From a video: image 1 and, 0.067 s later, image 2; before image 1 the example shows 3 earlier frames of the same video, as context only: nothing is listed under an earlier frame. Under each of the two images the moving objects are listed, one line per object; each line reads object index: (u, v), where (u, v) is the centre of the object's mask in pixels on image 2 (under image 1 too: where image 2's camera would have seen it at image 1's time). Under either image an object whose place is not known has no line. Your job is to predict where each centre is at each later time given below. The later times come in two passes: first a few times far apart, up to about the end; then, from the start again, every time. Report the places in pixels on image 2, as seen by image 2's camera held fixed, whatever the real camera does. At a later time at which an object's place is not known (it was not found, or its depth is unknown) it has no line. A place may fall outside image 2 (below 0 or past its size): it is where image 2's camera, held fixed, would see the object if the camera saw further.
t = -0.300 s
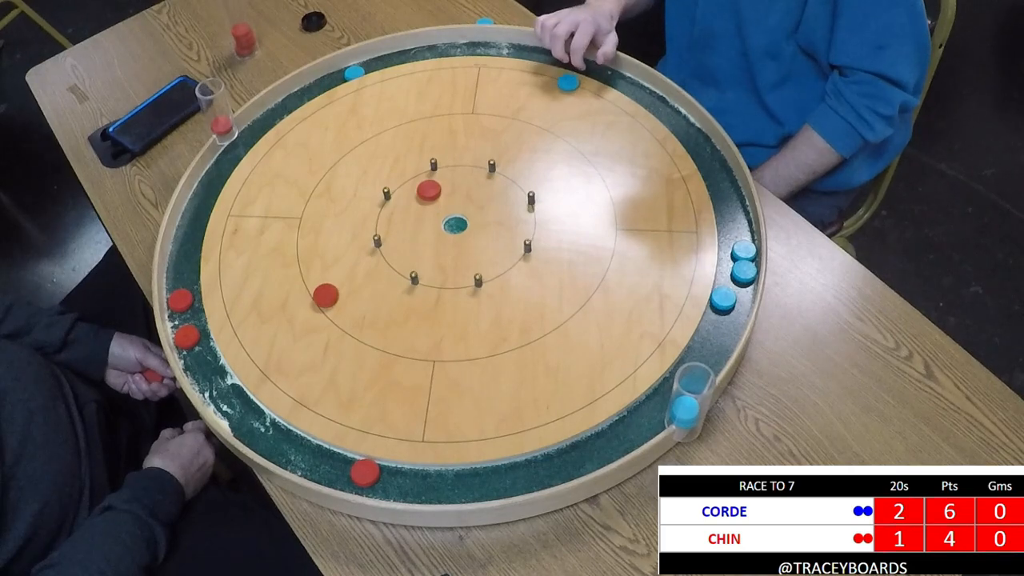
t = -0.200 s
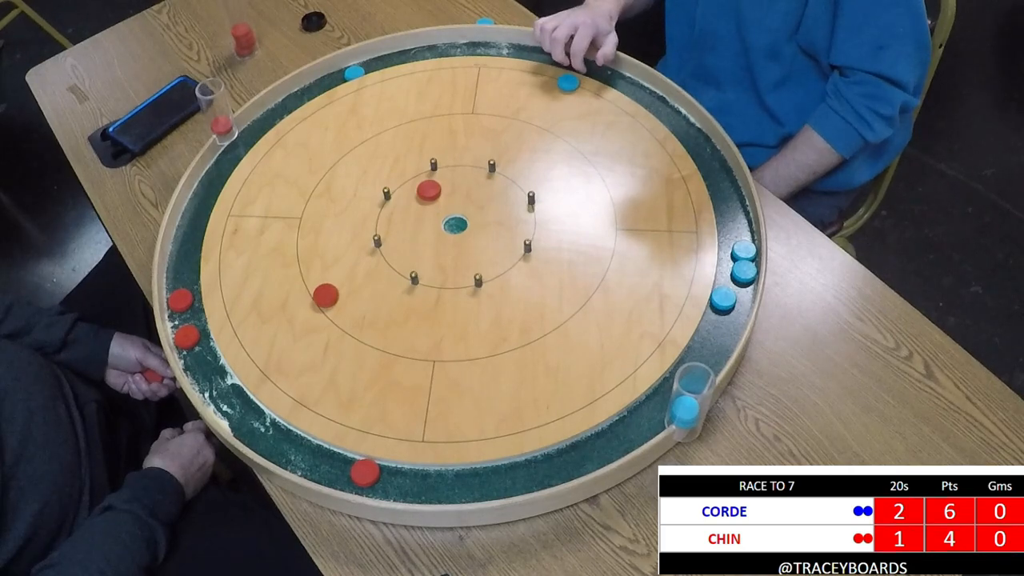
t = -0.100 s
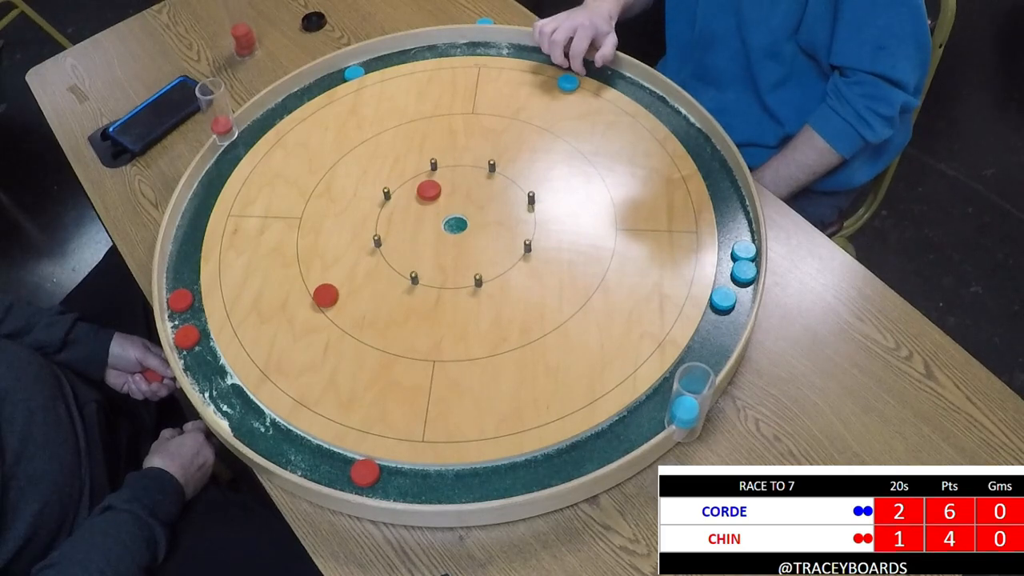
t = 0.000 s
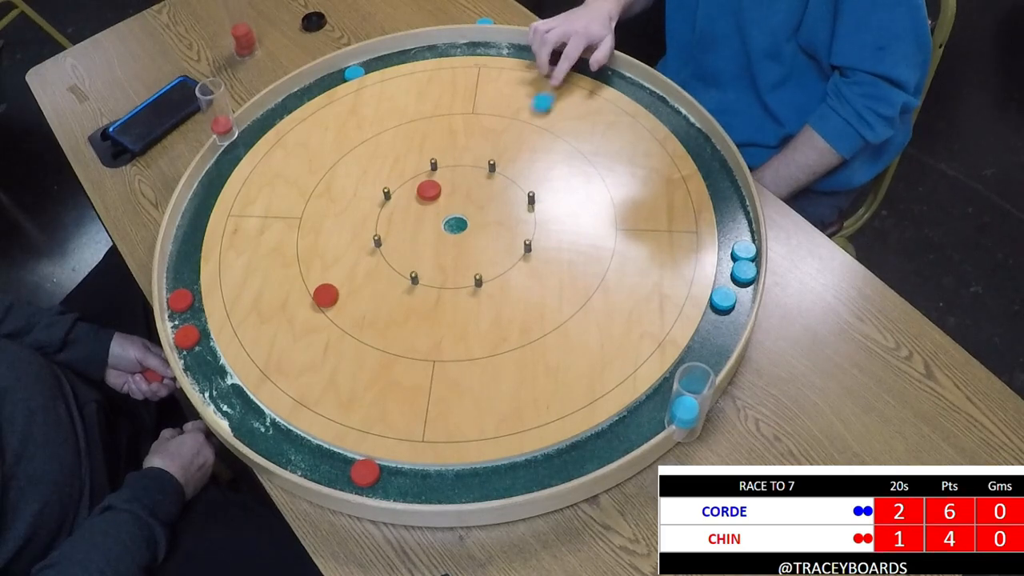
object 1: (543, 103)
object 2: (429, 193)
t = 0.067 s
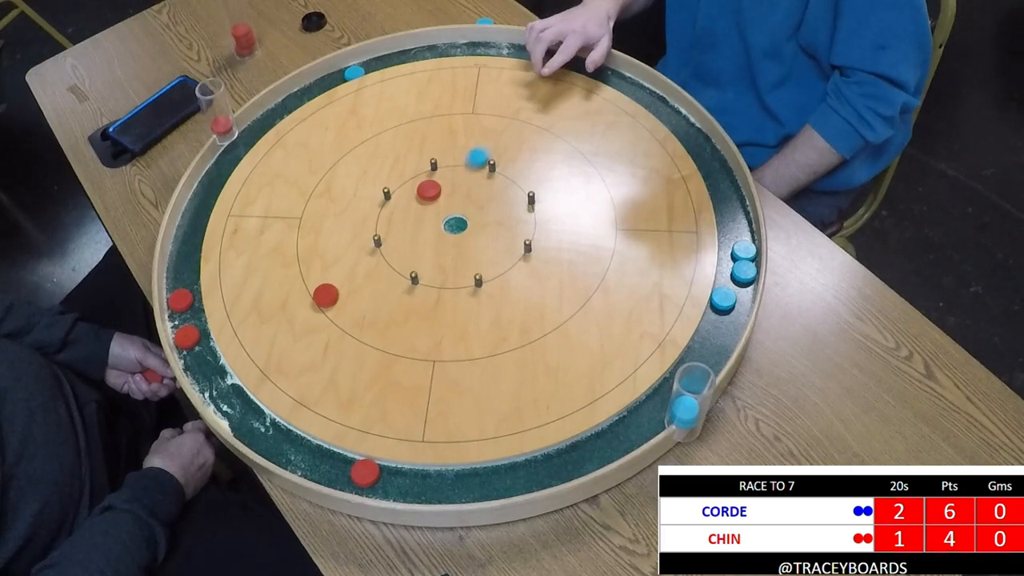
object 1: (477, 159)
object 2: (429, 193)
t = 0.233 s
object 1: (445, 216)
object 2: (270, 283)
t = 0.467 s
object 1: (443, 244)
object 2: (201, 351)
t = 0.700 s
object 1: (443, 244)
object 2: (201, 368)
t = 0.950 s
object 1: (443, 244)
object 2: (201, 368)
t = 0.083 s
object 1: (460, 171)
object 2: (429, 190)
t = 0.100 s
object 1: (449, 182)
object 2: (422, 194)
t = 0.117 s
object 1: (448, 187)
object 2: (402, 205)
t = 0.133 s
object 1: (448, 191)
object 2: (383, 216)
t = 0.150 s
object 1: (447, 196)
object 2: (364, 227)
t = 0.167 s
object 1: (447, 200)
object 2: (346, 238)
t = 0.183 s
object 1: (446, 204)
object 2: (327, 249)
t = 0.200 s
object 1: (446, 208)
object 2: (308, 260)
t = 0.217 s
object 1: (446, 212)
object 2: (289, 271)
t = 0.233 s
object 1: (445, 216)
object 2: (270, 283)
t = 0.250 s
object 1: (444, 220)
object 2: (251, 293)
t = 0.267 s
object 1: (444, 223)
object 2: (232, 305)
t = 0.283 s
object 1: (444, 226)
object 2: (214, 315)
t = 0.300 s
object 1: (444, 228)
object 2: (197, 325)
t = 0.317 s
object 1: (444, 231)
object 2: (185, 336)
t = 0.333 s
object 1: (444, 233)
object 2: (190, 336)
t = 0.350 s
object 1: (444, 235)
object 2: (192, 337)
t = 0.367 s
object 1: (444, 237)
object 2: (189, 339)
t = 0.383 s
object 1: (444, 239)
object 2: (186, 341)
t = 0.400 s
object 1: (443, 240)
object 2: (187, 342)
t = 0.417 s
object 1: (443, 241)
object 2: (190, 348)
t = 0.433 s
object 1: (443, 243)
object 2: (194, 348)
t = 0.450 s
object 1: (443, 243)
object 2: (197, 349)
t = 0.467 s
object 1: (443, 244)
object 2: (201, 351)
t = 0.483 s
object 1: (443, 244)
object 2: (205, 352)
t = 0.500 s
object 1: (443, 244)
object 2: (205, 354)
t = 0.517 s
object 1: (443, 244)
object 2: (204, 356)
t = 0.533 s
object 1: (443, 244)
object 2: (204, 358)
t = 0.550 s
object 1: (443, 244)
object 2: (203, 360)
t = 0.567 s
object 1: (443, 244)
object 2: (203, 362)
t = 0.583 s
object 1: (443, 244)
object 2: (202, 363)
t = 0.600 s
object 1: (443, 244)
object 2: (202, 365)
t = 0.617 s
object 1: (443, 244)
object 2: (201, 366)
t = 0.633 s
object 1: (443, 244)
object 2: (201, 367)
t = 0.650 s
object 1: (443, 244)
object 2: (201, 367)
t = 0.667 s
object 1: (443, 244)
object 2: (201, 368)
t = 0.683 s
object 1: (443, 244)
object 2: (201, 368)
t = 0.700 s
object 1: (443, 244)
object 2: (201, 368)
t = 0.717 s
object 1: (443, 244)
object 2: (201, 368)
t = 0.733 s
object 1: (443, 244)
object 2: (201, 368)
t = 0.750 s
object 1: (443, 244)
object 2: (201, 368)
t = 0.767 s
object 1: (443, 244)
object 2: (201, 368)
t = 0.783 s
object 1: (443, 244)
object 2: (201, 368)
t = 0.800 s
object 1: (443, 244)
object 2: (201, 368)
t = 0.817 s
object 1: (443, 244)
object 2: (201, 368)
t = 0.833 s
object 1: (443, 244)
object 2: (201, 369)
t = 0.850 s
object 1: (443, 244)
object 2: (201, 369)
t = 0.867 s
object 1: (443, 244)
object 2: (201, 369)
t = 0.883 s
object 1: (443, 244)
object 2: (201, 369)
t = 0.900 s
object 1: (443, 244)
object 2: (201, 368)
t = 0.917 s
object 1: (443, 244)
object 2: (201, 368)
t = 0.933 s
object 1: (443, 244)
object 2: (201, 368)
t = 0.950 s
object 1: (443, 244)
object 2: (201, 368)
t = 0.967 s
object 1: (443, 244)
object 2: (201, 369)
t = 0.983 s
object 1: (443, 244)
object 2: (201, 369)
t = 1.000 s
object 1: (443, 244)
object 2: (201, 369)
